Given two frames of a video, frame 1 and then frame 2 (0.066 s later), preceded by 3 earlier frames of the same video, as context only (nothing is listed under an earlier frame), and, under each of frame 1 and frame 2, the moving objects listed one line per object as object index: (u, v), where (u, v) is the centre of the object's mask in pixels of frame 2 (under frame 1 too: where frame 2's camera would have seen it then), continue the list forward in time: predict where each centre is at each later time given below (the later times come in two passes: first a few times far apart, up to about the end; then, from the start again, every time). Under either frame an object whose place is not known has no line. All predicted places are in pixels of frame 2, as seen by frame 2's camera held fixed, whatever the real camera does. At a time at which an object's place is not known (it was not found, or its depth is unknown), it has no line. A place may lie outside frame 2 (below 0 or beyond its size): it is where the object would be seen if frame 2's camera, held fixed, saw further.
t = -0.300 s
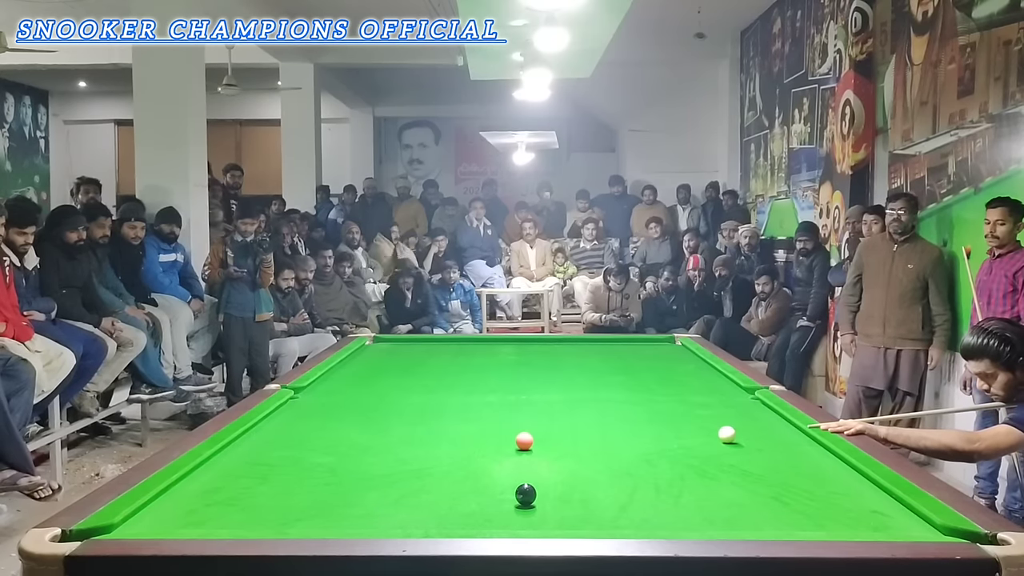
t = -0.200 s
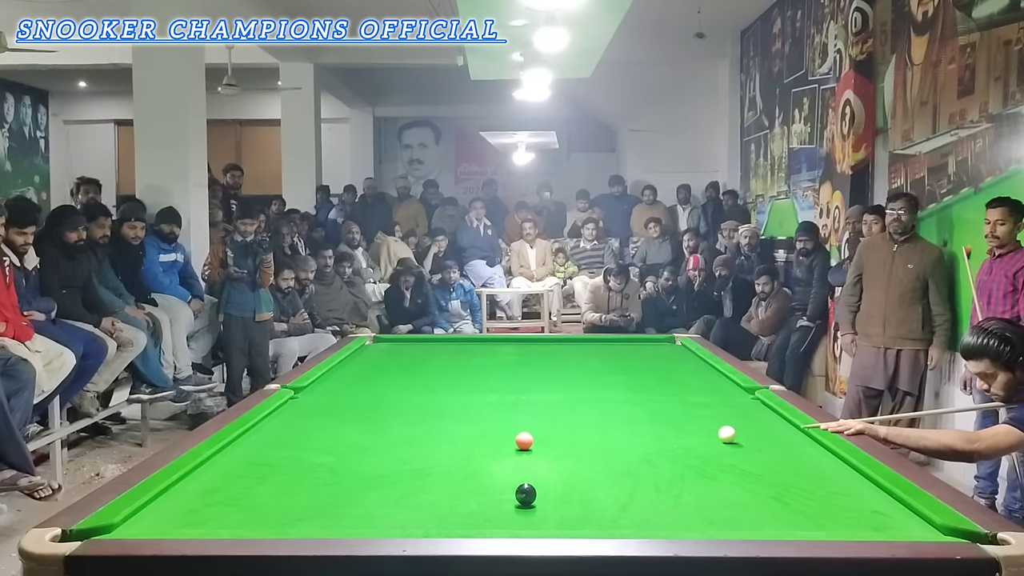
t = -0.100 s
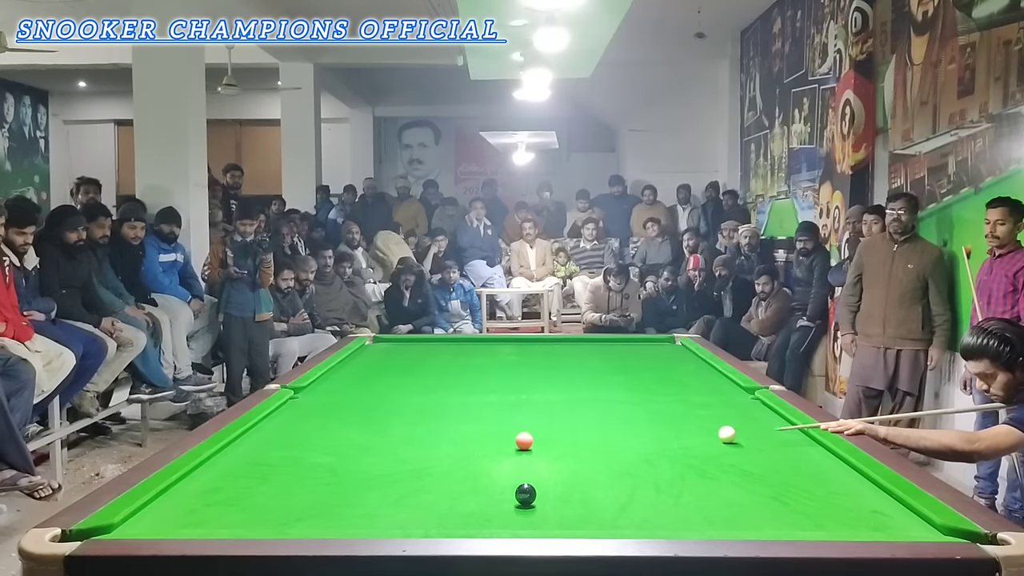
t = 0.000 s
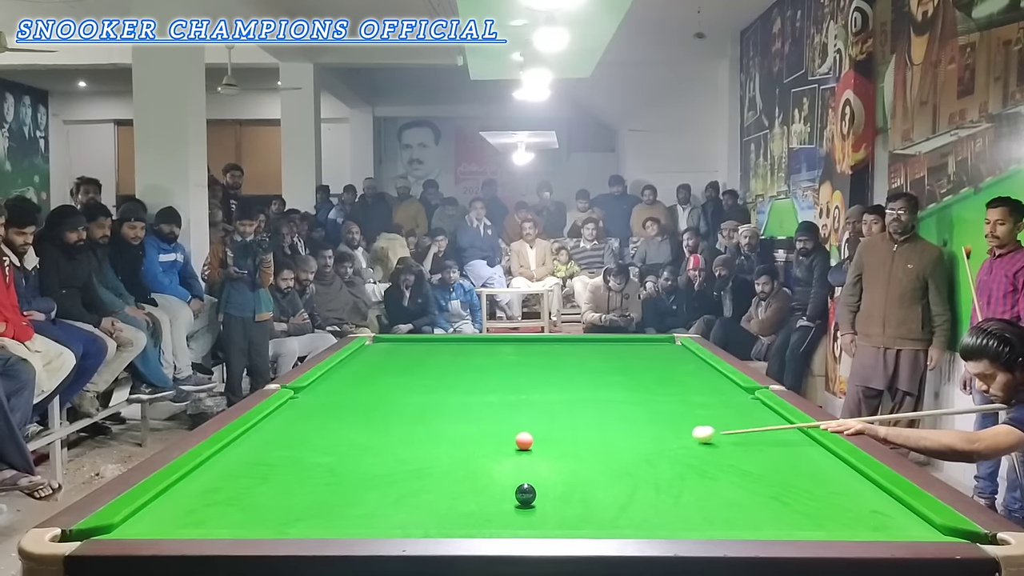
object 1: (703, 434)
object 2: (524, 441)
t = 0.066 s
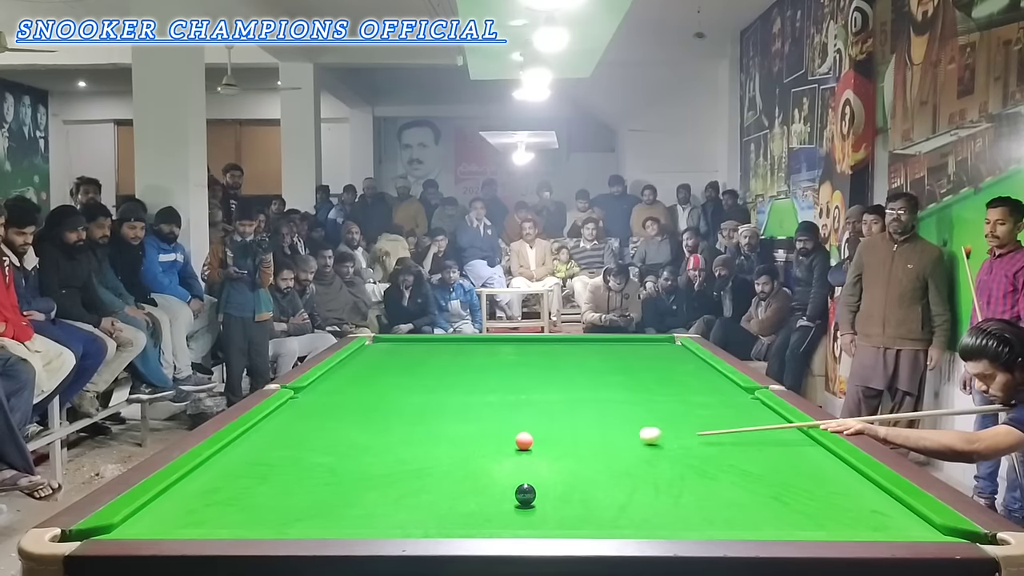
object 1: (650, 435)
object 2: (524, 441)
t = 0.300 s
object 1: (514, 434)
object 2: (498, 446)
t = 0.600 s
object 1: (414, 422)
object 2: (411, 464)
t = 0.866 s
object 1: (335, 414)
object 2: (326, 482)
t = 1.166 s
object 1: (307, 405)
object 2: (219, 504)
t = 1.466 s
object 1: (368, 398)
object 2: (139, 523)
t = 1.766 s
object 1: (422, 392)
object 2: (182, 522)
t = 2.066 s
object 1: (470, 387)
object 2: (228, 513)
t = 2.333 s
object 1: (508, 383)
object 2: (264, 504)
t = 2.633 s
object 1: (547, 378)
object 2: (297, 496)
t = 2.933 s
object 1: (581, 375)
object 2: (326, 489)
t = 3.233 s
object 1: (612, 371)
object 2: (349, 484)
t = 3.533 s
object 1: (640, 368)
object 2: (368, 480)
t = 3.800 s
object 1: (662, 366)
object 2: (382, 477)
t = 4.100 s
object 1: (684, 363)
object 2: (394, 475)
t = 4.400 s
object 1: (700, 361)
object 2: (403, 473)
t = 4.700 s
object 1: (685, 360)
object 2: (407, 473)
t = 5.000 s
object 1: (673, 359)
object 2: (408, 473)
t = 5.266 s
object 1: (664, 358)
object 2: (408, 473)
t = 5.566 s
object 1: (656, 358)
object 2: (408, 473)
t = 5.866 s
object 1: (650, 357)
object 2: (408, 473)
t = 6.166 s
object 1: (646, 357)
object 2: (408, 473)
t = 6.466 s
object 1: (644, 357)
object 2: (408, 473)
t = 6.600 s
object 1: (643, 357)
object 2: (408, 473)
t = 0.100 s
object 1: (624, 436)
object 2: (524, 441)
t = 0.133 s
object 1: (600, 436)
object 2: (524, 441)
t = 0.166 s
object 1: (576, 437)
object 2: (524, 441)
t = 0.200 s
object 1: (554, 438)
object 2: (524, 441)
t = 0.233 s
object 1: (535, 437)
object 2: (521, 441)
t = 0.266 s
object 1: (524, 436)
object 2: (510, 444)
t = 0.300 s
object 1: (514, 434)
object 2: (498, 446)
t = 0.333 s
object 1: (503, 433)
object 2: (488, 448)
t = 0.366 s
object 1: (492, 431)
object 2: (478, 450)
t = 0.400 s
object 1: (480, 430)
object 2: (469, 452)
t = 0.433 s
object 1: (469, 428)
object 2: (459, 454)
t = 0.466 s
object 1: (458, 427)
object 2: (450, 456)
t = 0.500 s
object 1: (447, 426)
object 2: (440, 458)
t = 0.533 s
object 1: (436, 425)
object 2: (430, 460)
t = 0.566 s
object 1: (425, 423)
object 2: (421, 462)
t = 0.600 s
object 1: (414, 422)
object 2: (411, 464)
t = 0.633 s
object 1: (404, 421)
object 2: (401, 466)
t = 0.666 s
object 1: (394, 420)
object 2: (390, 468)
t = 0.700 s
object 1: (384, 419)
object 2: (380, 471)
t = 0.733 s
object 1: (374, 418)
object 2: (369, 473)
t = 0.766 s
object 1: (364, 417)
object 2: (359, 475)
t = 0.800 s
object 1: (354, 416)
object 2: (348, 477)
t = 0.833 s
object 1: (345, 414)
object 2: (337, 479)
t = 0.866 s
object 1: (335, 414)
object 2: (326, 482)
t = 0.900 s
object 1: (326, 412)
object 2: (315, 484)
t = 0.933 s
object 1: (317, 411)
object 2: (303, 486)
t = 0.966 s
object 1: (308, 410)
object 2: (292, 489)
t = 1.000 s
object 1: (299, 409)
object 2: (280, 491)
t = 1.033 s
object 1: (291, 408)
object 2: (268, 493)
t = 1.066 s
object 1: (283, 407)
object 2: (256, 496)
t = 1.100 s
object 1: (292, 407)
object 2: (244, 499)
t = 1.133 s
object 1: (299, 406)
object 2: (232, 501)
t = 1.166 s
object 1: (307, 405)
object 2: (219, 504)
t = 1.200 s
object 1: (314, 404)
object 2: (206, 506)
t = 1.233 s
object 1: (321, 403)
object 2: (193, 509)
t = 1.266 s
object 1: (328, 403)
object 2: (180, 512)
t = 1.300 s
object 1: (335, 402)
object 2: (167, 515)
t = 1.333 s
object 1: (342, 401)
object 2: (153, 517)
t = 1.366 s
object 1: (348, 400)
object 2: (140, 519)
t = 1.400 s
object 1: (355, 400)
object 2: (131, 521)
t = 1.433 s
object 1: (362, 399)
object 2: (136, 523)
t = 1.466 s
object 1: (368, 398)
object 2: (139, 523)
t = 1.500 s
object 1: (375, 397)
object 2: (142, 524)
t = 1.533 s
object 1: (381, 397)
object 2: (145, 525)
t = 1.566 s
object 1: (387, 396)
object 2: (148, 526)
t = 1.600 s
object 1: (393, 395)
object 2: (154, 525)
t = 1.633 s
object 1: (399, 395)
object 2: (160, 525)
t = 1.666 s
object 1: (405, 394)
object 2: (166, 524)
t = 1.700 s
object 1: (411, 393)
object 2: (171, 523)
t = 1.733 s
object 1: (417, 393)
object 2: (177, 523)
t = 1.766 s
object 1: (422, 392)
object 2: (182, 522)
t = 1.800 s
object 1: (428, 391)
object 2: (188, 521)
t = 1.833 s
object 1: (434, 391)
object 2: (193, 520)
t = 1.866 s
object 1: (439, 390)
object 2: (199, 519)
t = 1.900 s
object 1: (445, 390)
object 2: (204, 518)
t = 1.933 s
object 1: (450, 389)
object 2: (209, 518)
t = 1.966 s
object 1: (455, 389)
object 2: (214, 517)
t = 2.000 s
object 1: (460, 388)
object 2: (219, 515)
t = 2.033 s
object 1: (465, 387)
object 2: (224, 514)
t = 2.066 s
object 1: (470, 387)
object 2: (228, 513)
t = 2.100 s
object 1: (475, 386)
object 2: (233, 512)
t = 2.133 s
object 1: (480, 386)
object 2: (238, 511)
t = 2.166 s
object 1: (485, 385)
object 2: (242, 510)
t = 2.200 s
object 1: (490, 385)
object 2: (247, 508)
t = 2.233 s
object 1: (495, 384)
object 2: (251, 507)
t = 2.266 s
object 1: (499, 384)
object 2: (255, 506)
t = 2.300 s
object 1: (504, 383)
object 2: (260, 505)
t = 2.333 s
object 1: (508, 383)
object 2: (264, 504)
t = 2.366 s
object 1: (513, 382)
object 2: (268, 503)
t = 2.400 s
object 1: (517, 382)
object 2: (271, 502)
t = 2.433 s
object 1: (522, 381)
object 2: (275, 501)
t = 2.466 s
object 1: (526, 381)
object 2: (279, 501)
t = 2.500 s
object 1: (530, 380)
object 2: (283, 500)
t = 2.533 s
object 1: (535, 380)
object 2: (287, 499)
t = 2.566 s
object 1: (539, 379)
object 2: (290, 498)
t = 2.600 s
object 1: (543, 379)
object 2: (294, 497)
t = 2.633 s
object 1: (547, 378)
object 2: (297, 496)
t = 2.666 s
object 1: (551, 378)
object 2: (301, 495)
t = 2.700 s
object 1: (555, 377)
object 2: (304, 495)
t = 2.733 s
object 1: (559, 377)
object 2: (307, 494)
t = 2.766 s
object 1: (563, 377)
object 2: (310, 493)
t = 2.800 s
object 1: (566, 376)
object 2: (314, 492)
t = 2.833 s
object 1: (570, 376)
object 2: (317, 492)
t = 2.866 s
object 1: (574, 375)
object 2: (320, 491)
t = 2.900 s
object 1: (577, 375)
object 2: (323, 490)
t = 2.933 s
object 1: (581, 375)
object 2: (326, 489)
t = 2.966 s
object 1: (585, 374)
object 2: (328, 489)
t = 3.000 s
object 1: (588, 374)
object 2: (331, 488)
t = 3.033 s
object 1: (592, 373)
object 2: (334, 488)
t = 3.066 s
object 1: (595, 373)
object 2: (336, 487)
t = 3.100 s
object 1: (599, 373)
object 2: (339, 486)
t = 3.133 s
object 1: (602, 372)
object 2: (342, 486)
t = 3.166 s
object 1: (605, 372)
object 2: (344, 485)
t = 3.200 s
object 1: (609, 372)
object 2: (347, 485)
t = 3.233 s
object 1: (612, 371)
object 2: (349, 484)
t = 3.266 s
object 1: (615, 371)
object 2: (351, 484)
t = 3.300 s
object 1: (618, 371)
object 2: (354, 483)
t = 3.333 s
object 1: (621, 370)
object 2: (356, 483)
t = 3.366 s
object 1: (625, 370)
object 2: (358, 482)
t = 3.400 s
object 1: (628, 370)
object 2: (360, 482)
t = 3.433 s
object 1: (631, 369)
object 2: (362, 481)
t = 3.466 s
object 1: (634, 369)
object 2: (364, 481)
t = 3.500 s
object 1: (637, 369)
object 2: (366, 480)
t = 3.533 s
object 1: (640, 368)
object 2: (368, 480)
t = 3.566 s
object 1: (642, 368)
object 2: (370, 480)
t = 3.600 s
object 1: (645, 368)
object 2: (372, 479)
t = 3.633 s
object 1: (648, 368)
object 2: (374, 479)
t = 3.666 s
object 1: (651, 367)
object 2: (375, 479)
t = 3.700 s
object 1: (654, 367)
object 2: (377, 478)
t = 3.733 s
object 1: (656, 366)
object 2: (379, 478)
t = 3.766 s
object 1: (659, 366)
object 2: (380, 478)
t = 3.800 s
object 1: (662, 366)
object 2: (382, 477)
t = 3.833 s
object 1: (664, 366)
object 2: (384, 477)
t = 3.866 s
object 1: (667, 365)
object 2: (385, 477)
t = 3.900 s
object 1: (669, 365)
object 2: (387, 476)
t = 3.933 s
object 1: (672, 365)
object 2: (388, 476)
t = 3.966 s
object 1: (674, 365)
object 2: (389, 476)
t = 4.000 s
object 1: (677, 364)
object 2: (390, 476)
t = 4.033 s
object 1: (679, 364)
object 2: (392, 476)
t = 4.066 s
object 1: (682, 364)
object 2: (393, 475)
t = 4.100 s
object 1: (684, 363)
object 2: (394, 475)
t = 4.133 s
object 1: (686, 363)
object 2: (395, 475)
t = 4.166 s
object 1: (688, 363)
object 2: (397, 475)
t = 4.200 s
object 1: (691, 363)
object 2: (397, 474)
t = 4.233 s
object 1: (693, 363)
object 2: (398, 474)
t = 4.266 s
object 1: (695, 362)
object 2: (399, 474)
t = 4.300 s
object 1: (697, 362)
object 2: (400, 474)
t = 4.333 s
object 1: (699, 362)
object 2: (401, 474)
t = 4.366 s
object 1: (702, 361)
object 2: (402, 474)
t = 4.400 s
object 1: (700, 361)
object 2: (403, 473)
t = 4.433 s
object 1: (699, 361)
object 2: (403, 473)
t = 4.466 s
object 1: (697, 361)
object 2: (404, 473)
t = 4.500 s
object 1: (695, 361)
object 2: (405, 473)
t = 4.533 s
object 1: (693, 361)
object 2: (405, 473)
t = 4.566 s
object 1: (692, 361)
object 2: (406, 473)
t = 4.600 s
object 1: (690, 360)
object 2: (406, 473)
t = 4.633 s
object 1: (689, 360)
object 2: (407, 473)
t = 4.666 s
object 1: (687, 360)
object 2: (407, 473)
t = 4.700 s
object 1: (685, 360)
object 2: (407, 473)
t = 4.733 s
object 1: (684, 360)
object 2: (408, 473)
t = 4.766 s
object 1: (683, 360)
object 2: (408, 473)
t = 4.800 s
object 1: (681, 359)
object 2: (408, 473)
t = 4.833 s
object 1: (680, 360)
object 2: (408, 473)
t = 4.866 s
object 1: (678, 359)
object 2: (408, 473)
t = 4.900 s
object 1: (677, 359)
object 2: (408, 473)
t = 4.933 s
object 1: (676, 359)
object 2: (408, 473)
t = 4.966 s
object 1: (675, 359)
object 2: (408, 473)
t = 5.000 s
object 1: (673, 359)
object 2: (408, 473)
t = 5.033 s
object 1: (672, 359)
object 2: (408, 473)
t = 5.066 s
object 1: (671, 359)
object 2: (408, 473)
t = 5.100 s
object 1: (669, 359)
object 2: (408, 473)
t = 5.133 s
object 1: (668, 359)
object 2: (408, 473)
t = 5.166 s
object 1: (667, 359)
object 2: (408, 473)
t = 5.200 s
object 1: (666, 358)
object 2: (408, 473)
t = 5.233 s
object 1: (665, 359)
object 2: (408, 473)
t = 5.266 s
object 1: (664, 358)
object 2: (408, 473)
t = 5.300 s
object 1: (663, 358)
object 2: (408, 473)
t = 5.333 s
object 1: (662, 358)
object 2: (408, 473)
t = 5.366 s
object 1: (661, 358)
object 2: (408, 473)
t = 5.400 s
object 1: (660, 358)
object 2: (408, 473)
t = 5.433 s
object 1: (659, 358)
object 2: (408, 473)
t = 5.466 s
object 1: (659, 358)
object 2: (408, 473)
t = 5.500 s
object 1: (658, 358)
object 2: (408, 473)
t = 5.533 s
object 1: (657, 358)
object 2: (408, 473)
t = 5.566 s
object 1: (656, 358)
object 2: (408, 473)
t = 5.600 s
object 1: (655, 358)
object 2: (408, 473)
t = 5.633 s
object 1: (654, 358)
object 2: (408, 473)
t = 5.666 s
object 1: (654, 358)
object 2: (408, 473)
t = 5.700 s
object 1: (653, 358)
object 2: (408, 473)
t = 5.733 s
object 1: (652, 357)
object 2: (408, 473)
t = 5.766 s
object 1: (652, 357)
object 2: (408, 473)
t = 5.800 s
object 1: (651, 357)
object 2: (408, 473)
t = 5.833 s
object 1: (651, 357)
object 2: (408, 473)
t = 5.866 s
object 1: (650, 357)
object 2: (408, 473)
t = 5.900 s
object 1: (650, 357)
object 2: (408, 473)
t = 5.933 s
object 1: (649, 357)
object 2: (408, 473)
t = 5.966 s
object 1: (648, 357)
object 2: (408, 473)
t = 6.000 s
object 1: (648, 357)
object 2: (408, 473)
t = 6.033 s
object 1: (648, 357)
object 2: (408, 473)
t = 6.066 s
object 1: (647, 357)
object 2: (408, 473)
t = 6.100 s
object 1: (647, 357)
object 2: (408, 473)
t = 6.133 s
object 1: (646, 357)
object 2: (408, 473)
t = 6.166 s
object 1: (646, 357)
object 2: (408, 473)
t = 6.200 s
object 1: (646, 357)
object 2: (408, 473)
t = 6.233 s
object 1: (645, 357)
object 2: (408, 473)
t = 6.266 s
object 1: (645, 357)
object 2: (408, 473)
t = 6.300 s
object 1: (645, 357)
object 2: (408, 473)
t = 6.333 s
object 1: (644, 357)
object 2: (408, 473)
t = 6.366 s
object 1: (644, 357)
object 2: (408, 473)
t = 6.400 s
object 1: (644, 357)
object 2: (408, 473)
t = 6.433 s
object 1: (644, 357)
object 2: (408, 473)
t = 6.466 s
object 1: (644, 357)
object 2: (408, 473)
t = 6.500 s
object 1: (644, 357)
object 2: (408, 473)
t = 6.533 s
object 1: (644, 357)
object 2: (408, 473)
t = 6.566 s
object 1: (643, 357)
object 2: (408, 473)
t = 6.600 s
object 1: (643, 357)
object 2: (408, 473)
